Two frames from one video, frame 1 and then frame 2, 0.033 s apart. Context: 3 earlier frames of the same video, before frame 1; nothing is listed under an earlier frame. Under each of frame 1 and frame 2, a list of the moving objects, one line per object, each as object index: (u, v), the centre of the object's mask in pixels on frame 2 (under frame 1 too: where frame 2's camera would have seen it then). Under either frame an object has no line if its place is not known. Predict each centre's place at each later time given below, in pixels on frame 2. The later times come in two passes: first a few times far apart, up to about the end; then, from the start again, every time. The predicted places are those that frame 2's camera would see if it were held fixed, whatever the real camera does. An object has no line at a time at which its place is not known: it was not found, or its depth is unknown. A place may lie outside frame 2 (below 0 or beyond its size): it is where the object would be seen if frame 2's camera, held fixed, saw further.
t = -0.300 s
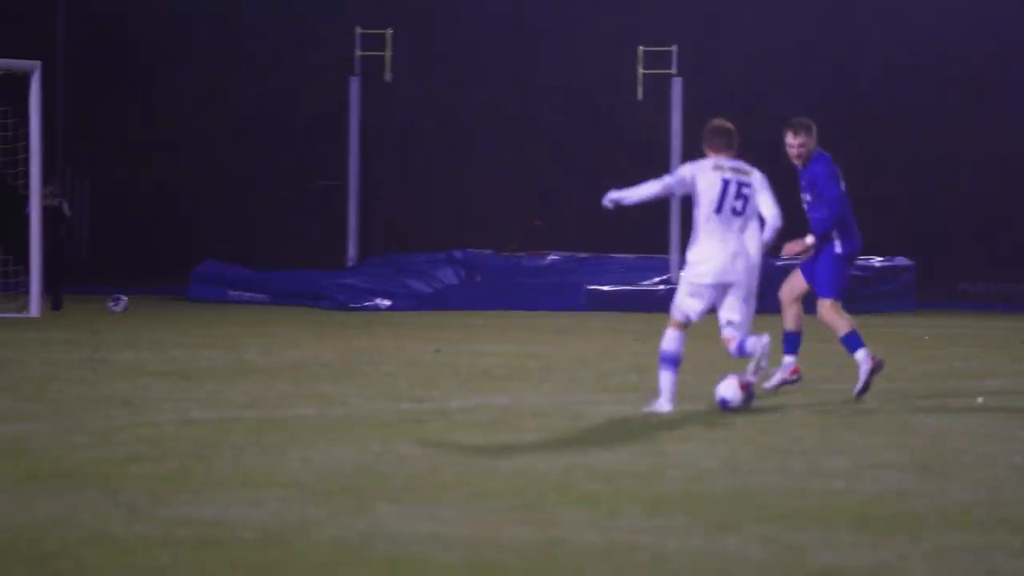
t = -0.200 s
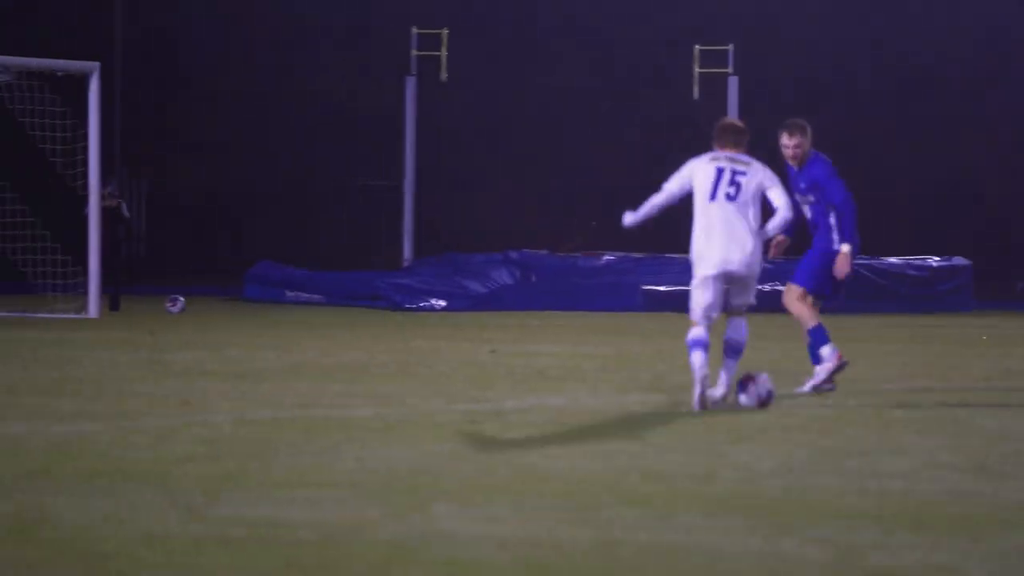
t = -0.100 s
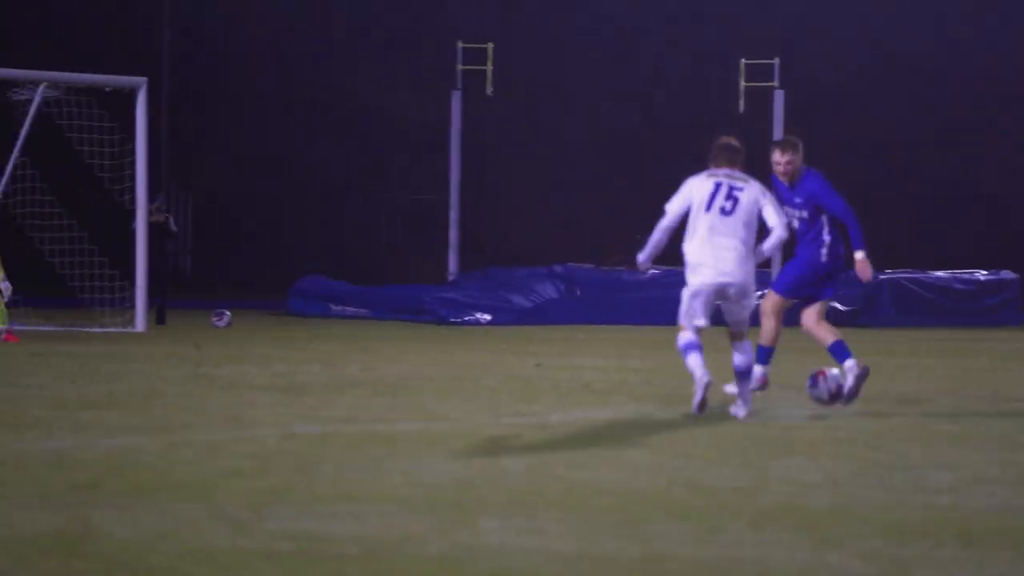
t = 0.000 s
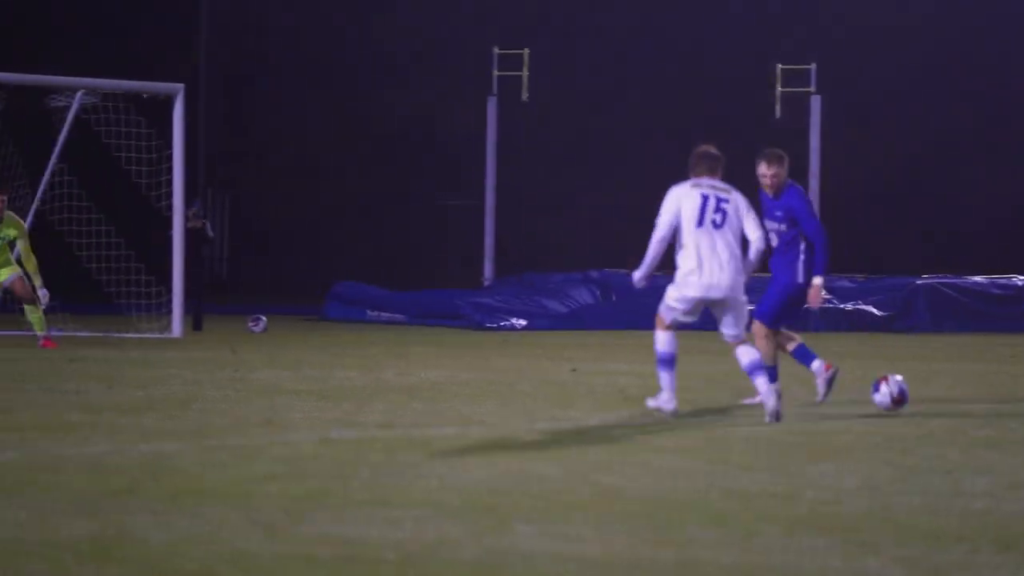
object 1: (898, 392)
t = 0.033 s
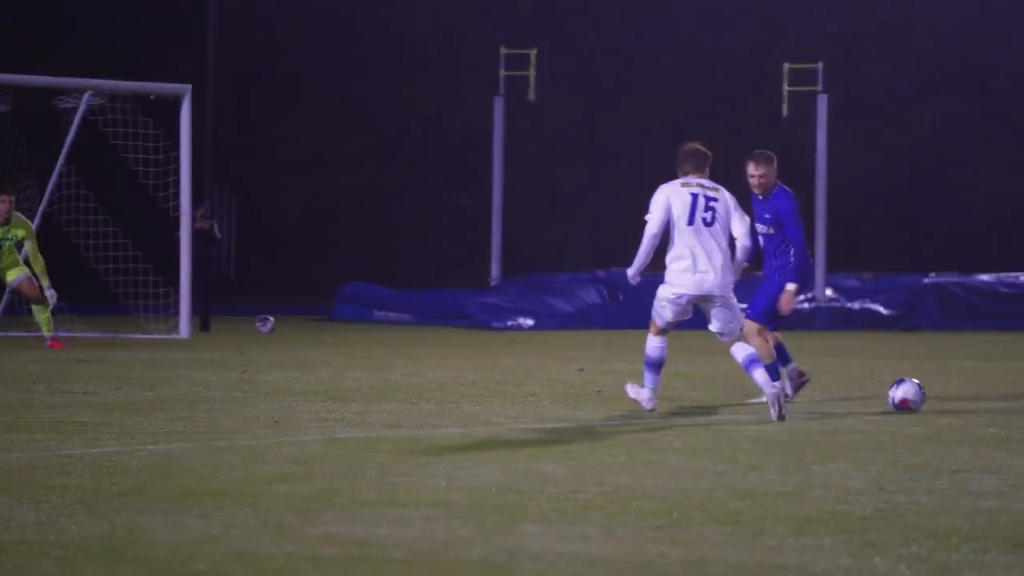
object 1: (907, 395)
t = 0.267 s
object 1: (943, 385)
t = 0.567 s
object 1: (950, 368)
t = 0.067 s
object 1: (912, 392)
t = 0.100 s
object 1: (917, 386)
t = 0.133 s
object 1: (923, 383)
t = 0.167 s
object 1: (929, 382)
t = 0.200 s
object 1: (934, 383)
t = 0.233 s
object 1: (940, 385)
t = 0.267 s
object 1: (943, 385)
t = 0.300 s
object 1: (945, 380)
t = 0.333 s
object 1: (945, 377)
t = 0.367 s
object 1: (949, 376)
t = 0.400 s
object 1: (947, 377)
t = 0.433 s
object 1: (948, 379)
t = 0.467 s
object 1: (949, 376)
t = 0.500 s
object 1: (948, 371)
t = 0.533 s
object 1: (950, 369)
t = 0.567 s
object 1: (950, 368)
